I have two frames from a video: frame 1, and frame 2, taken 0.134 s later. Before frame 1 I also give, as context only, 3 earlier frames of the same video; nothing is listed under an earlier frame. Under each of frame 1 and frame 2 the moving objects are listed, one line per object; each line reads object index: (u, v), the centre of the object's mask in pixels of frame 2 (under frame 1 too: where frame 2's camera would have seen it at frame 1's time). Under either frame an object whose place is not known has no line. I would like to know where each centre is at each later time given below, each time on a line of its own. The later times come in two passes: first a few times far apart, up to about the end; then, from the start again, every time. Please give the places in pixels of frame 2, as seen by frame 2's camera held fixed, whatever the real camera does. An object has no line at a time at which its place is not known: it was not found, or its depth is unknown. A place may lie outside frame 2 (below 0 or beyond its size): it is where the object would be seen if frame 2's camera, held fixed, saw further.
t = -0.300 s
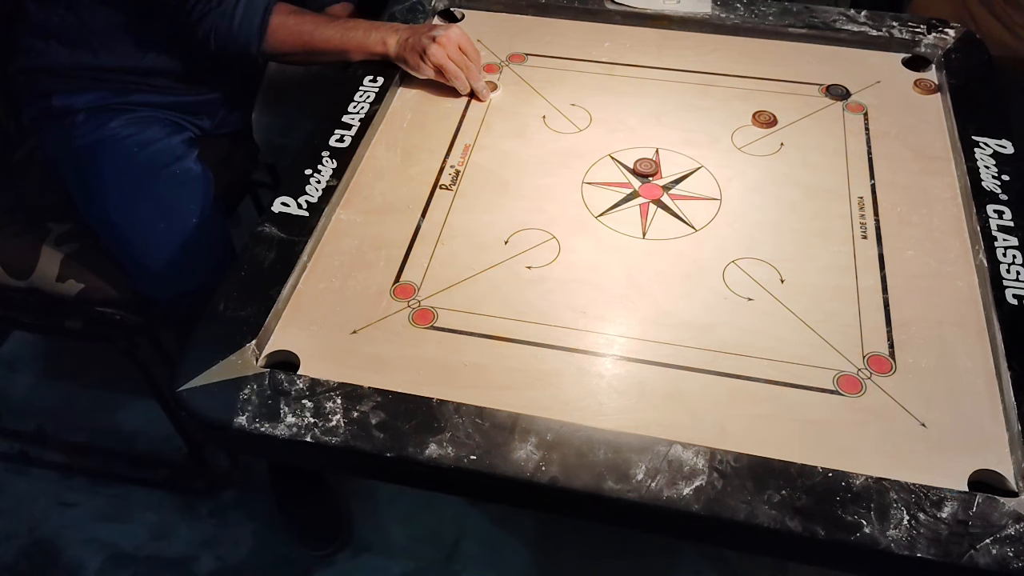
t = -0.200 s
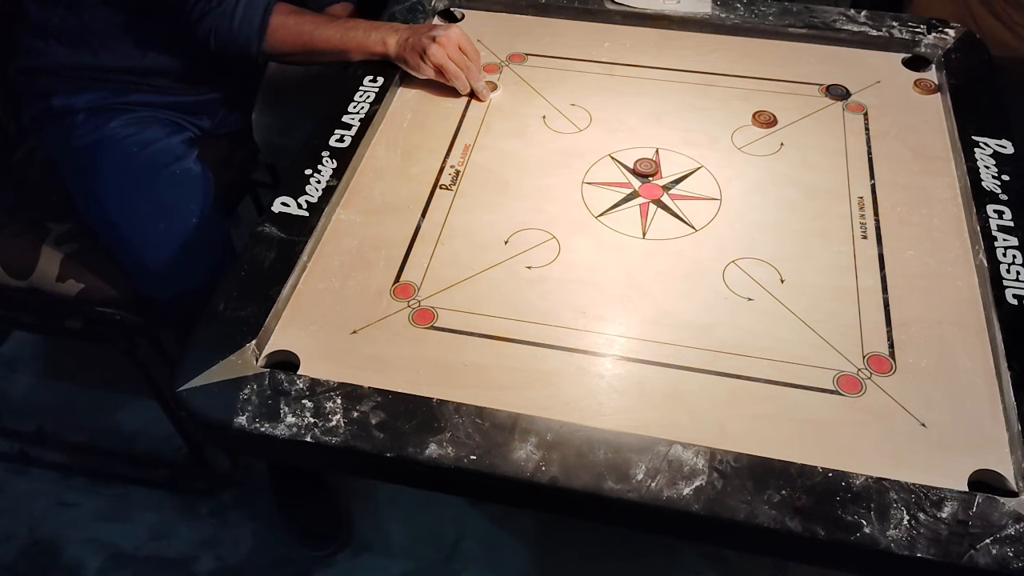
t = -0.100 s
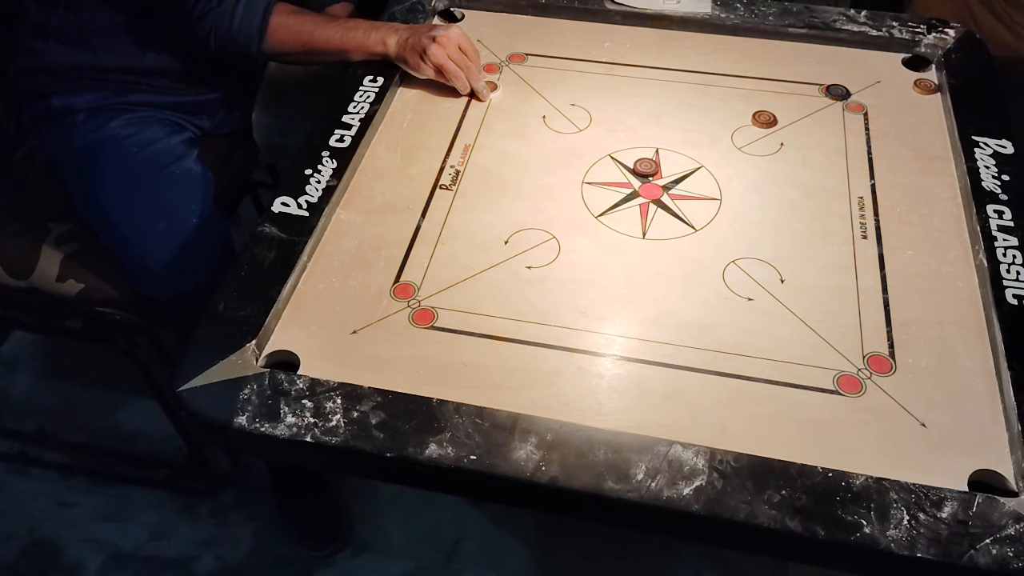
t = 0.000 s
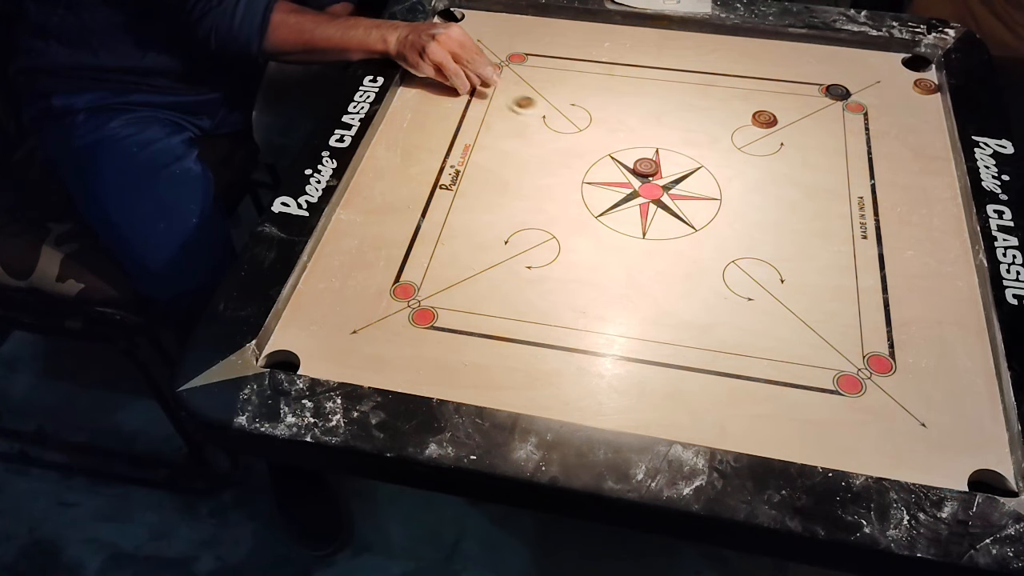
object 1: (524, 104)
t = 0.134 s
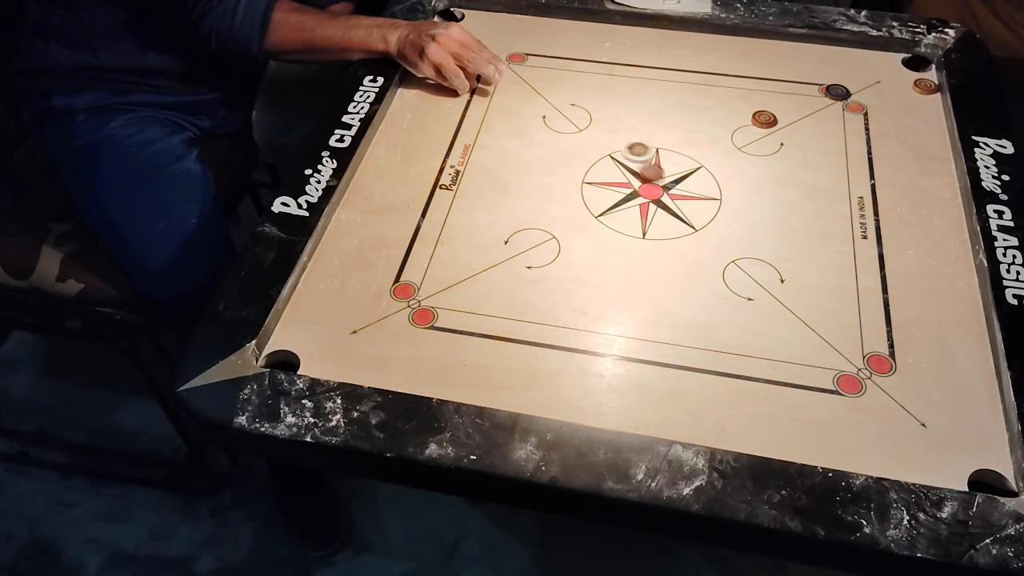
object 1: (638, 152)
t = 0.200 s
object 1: (679, 159)
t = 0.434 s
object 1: (799, 184)
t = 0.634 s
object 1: (866, 196)
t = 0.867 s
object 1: (895, 202)
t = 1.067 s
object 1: (896, 202)
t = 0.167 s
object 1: (658, 156)
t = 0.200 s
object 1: (679, 159)
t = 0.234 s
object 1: (698, 164)
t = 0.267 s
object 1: (718, 168)
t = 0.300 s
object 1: (736, 171)
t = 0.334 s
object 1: (753, 175)
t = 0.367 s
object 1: (769, 178)
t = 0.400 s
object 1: (785, 181)
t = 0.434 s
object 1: (799, 184)
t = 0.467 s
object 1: (813, 187)
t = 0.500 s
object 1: (825, 189)
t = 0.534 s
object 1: (837, 191)
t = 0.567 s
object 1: (848, 193)
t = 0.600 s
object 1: (858, 194)
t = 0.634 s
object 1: (866, 196)
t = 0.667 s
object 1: (873, 198)
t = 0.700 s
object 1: (879, 199)
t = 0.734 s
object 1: (885, 200)
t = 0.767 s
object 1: (889, 201)
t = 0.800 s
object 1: (892, 201)
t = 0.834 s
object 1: (894, 202)
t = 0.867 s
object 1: (895, 202)
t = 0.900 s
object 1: (896, 202)
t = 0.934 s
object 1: (896, 202)
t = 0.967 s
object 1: (896, 202)
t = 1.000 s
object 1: (896, 202)
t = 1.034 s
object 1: (896, 202)
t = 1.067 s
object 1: (896, 202)
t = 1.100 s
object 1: (896, 202)
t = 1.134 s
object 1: (896, 202)
